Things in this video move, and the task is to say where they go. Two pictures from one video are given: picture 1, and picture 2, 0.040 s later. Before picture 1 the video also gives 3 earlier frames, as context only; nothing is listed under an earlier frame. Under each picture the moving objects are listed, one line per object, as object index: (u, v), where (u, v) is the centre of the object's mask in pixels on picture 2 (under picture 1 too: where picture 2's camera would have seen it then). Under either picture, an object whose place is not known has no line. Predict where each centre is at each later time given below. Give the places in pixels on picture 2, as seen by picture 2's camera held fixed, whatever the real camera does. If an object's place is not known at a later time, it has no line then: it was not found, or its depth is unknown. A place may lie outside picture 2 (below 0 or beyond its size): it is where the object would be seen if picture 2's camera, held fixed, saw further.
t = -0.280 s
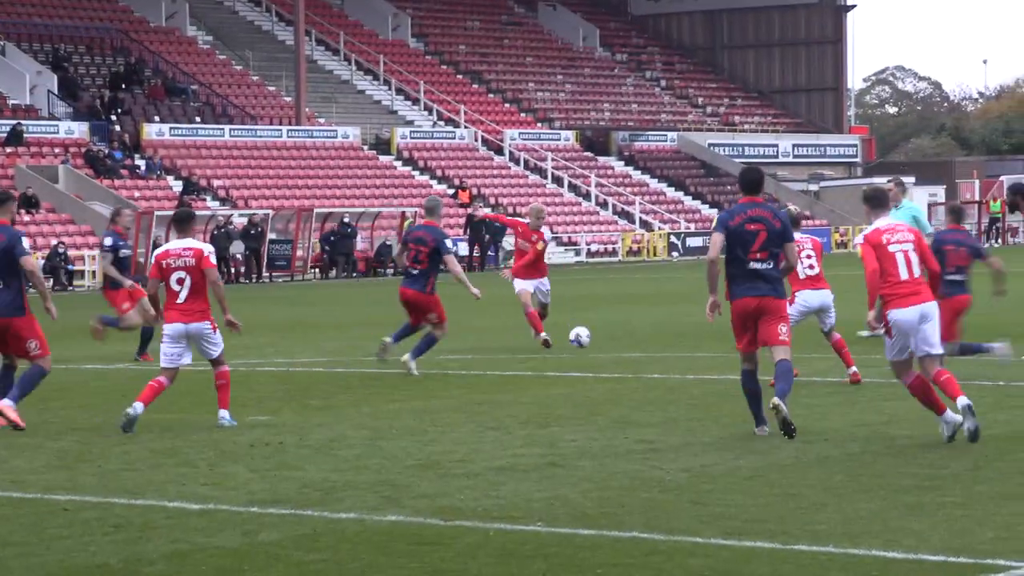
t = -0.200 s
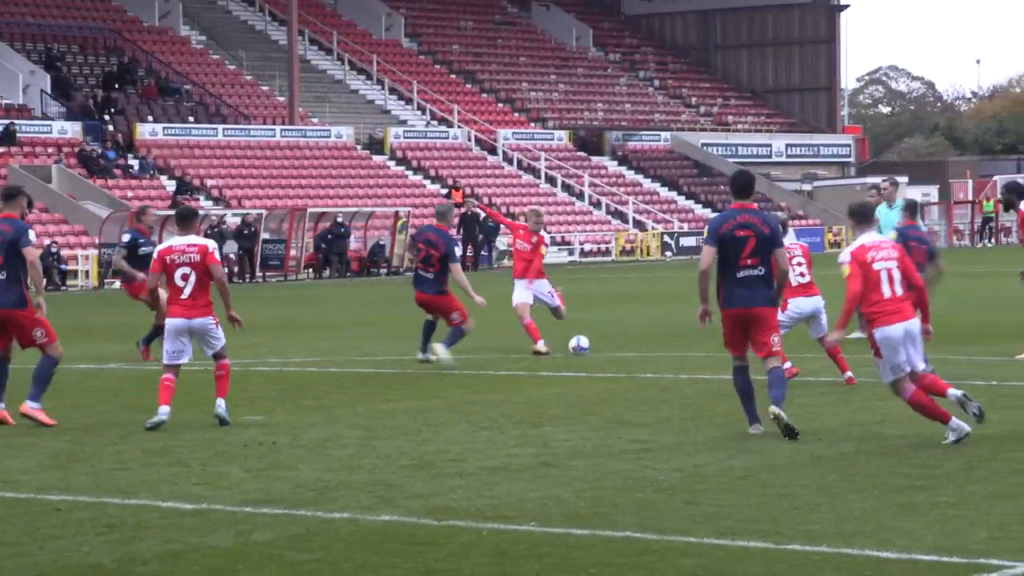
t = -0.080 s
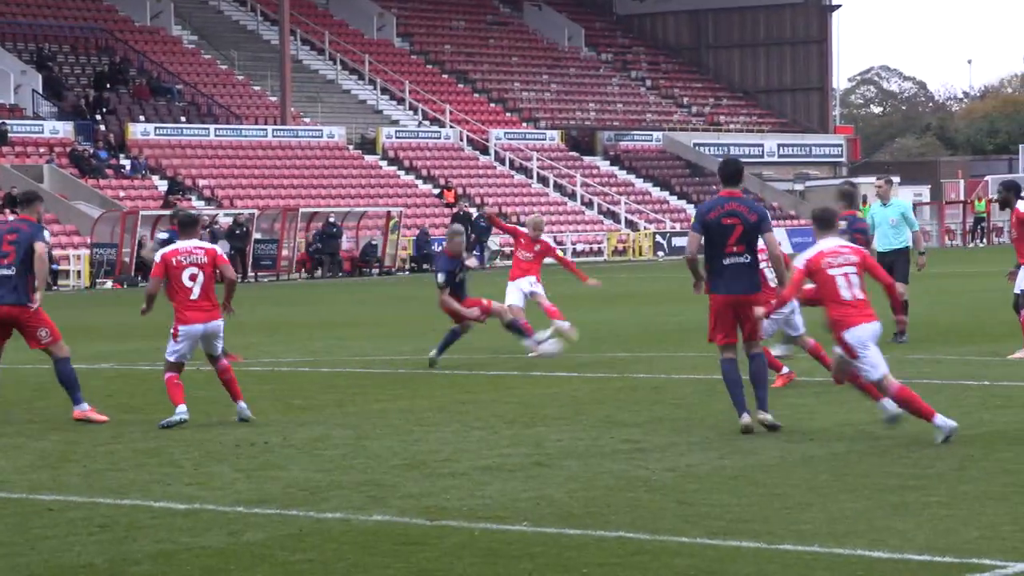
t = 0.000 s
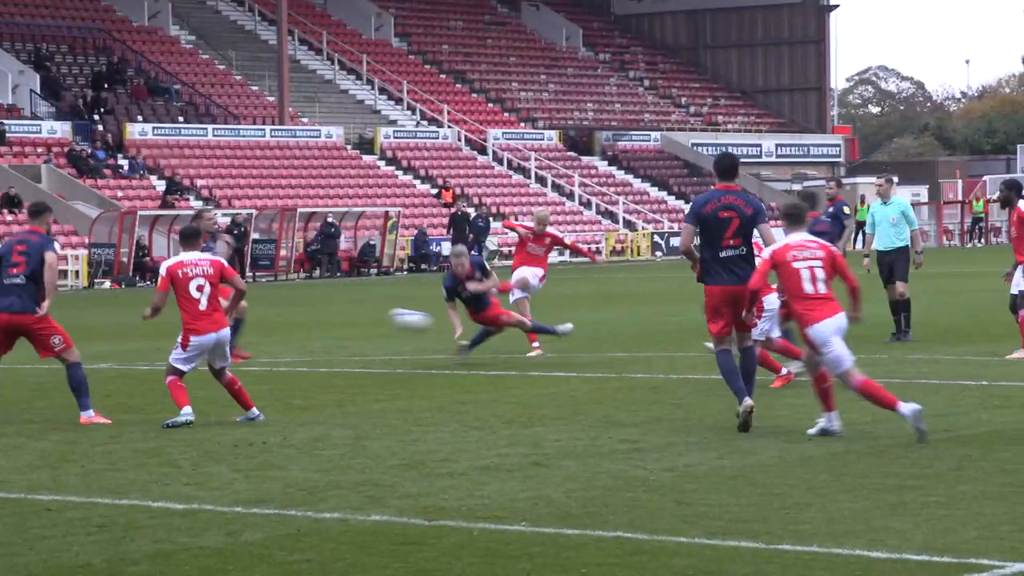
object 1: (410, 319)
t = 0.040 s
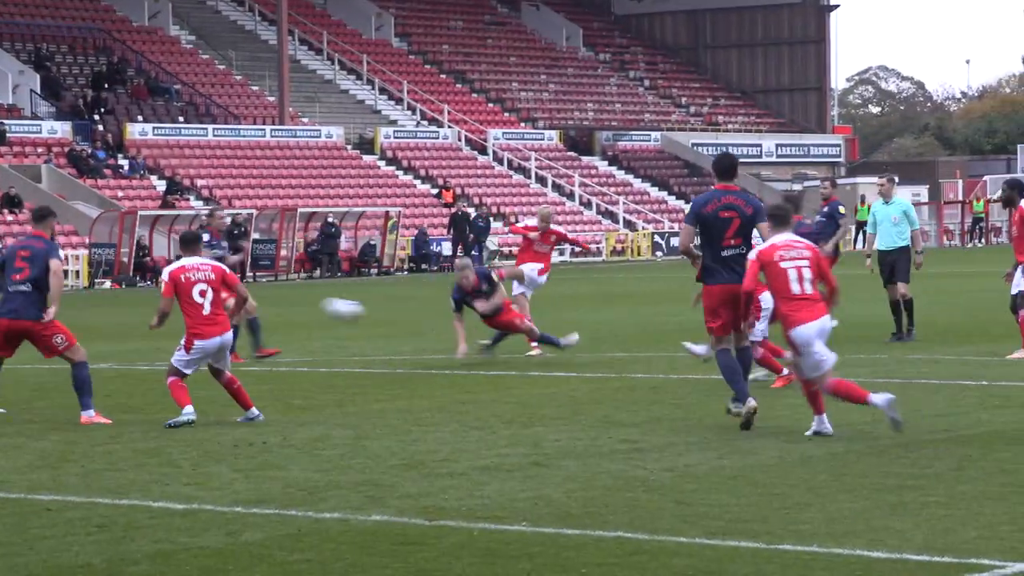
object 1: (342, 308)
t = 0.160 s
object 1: (144, 287)
